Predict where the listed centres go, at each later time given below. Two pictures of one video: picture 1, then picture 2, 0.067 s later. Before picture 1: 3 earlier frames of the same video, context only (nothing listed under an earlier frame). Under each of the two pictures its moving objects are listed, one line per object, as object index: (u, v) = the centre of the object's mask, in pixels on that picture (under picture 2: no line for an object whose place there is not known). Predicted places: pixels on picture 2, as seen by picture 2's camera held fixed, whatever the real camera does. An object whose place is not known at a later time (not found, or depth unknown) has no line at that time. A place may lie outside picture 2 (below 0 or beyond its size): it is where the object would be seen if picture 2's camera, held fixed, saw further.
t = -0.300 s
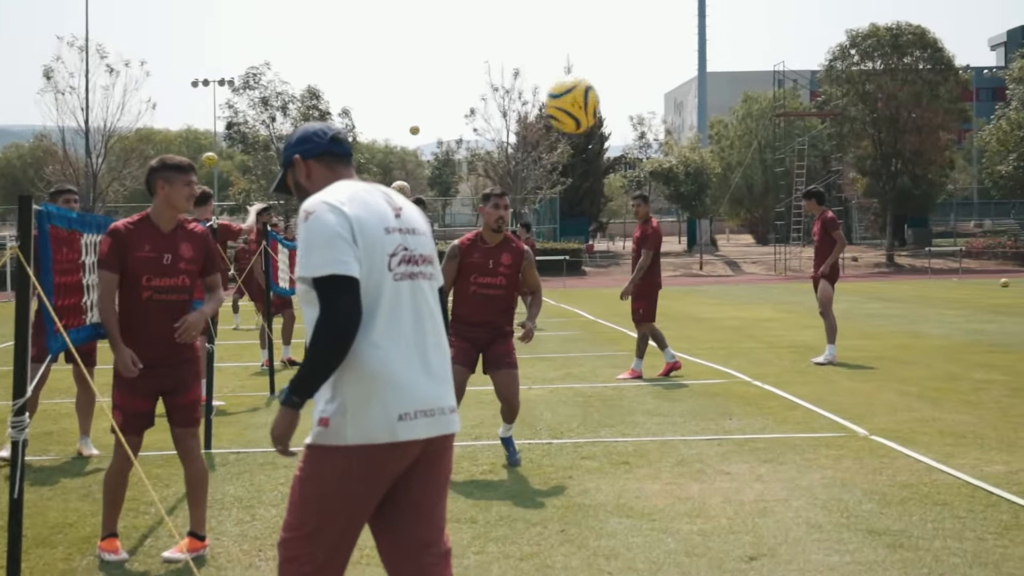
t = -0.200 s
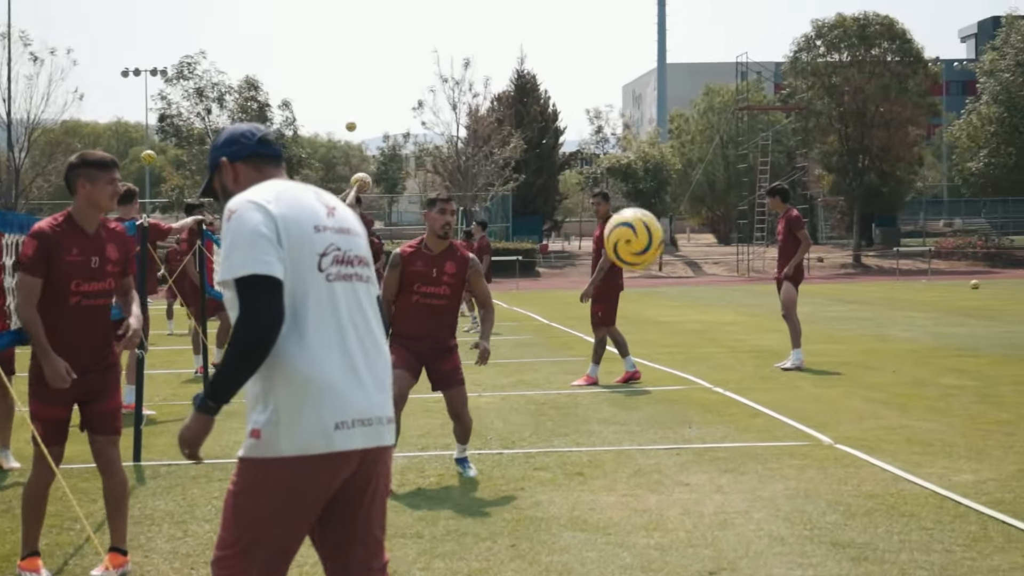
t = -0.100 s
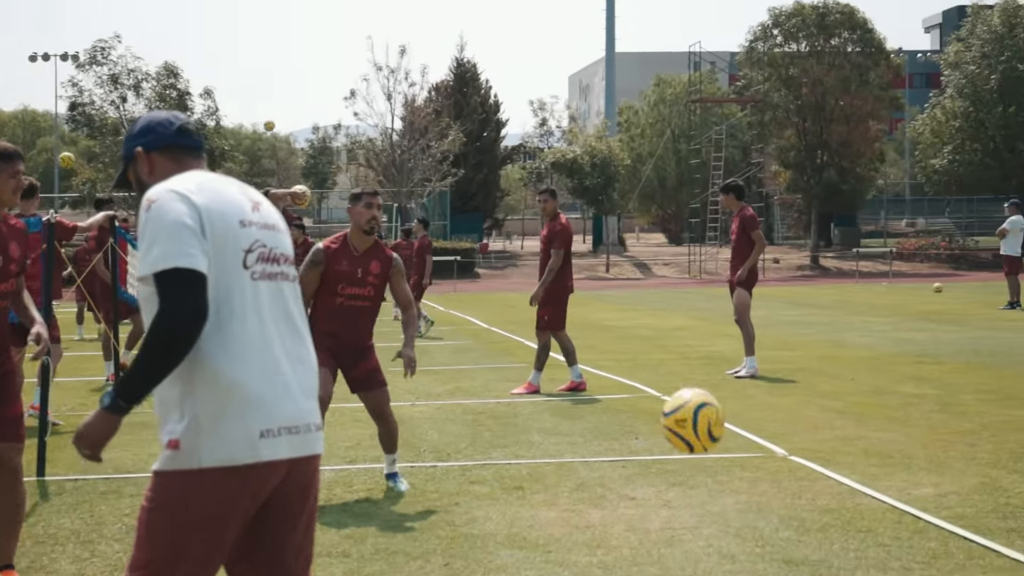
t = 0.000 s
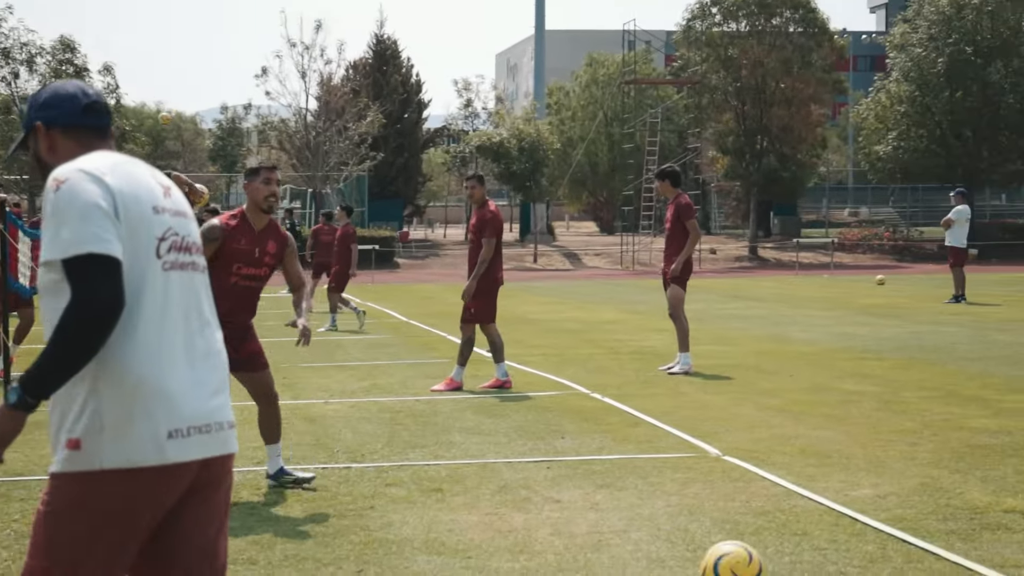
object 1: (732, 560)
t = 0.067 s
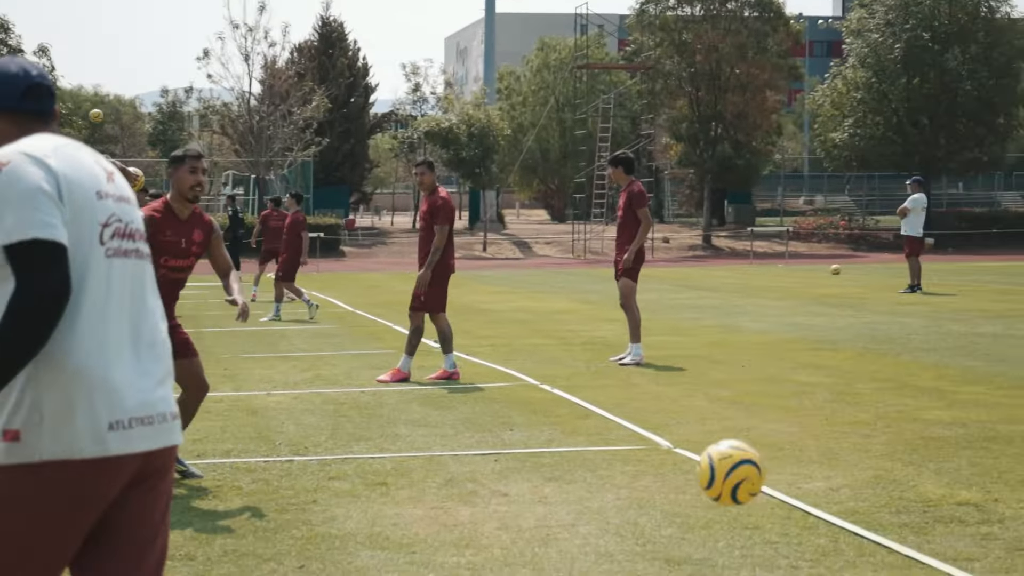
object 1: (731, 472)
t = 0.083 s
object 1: (741, 450)
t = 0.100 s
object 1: (754, 429)
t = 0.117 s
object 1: (767, 409)
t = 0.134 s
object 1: (779, 389)
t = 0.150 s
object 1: (791, 370)
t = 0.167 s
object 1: (803, 352)
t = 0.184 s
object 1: (815, 334)
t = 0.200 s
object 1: (828, 318)
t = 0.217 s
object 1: (836, 301)
